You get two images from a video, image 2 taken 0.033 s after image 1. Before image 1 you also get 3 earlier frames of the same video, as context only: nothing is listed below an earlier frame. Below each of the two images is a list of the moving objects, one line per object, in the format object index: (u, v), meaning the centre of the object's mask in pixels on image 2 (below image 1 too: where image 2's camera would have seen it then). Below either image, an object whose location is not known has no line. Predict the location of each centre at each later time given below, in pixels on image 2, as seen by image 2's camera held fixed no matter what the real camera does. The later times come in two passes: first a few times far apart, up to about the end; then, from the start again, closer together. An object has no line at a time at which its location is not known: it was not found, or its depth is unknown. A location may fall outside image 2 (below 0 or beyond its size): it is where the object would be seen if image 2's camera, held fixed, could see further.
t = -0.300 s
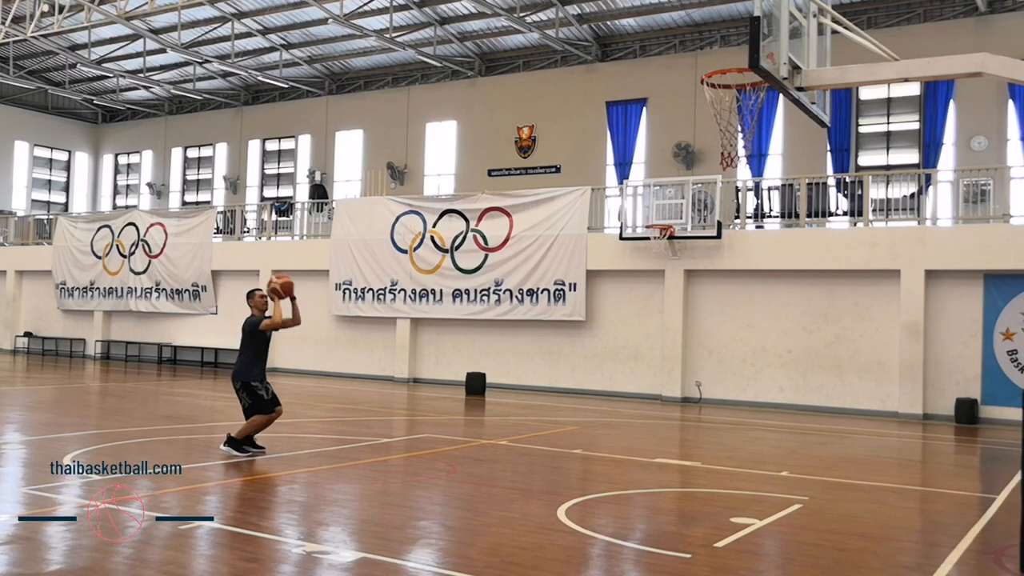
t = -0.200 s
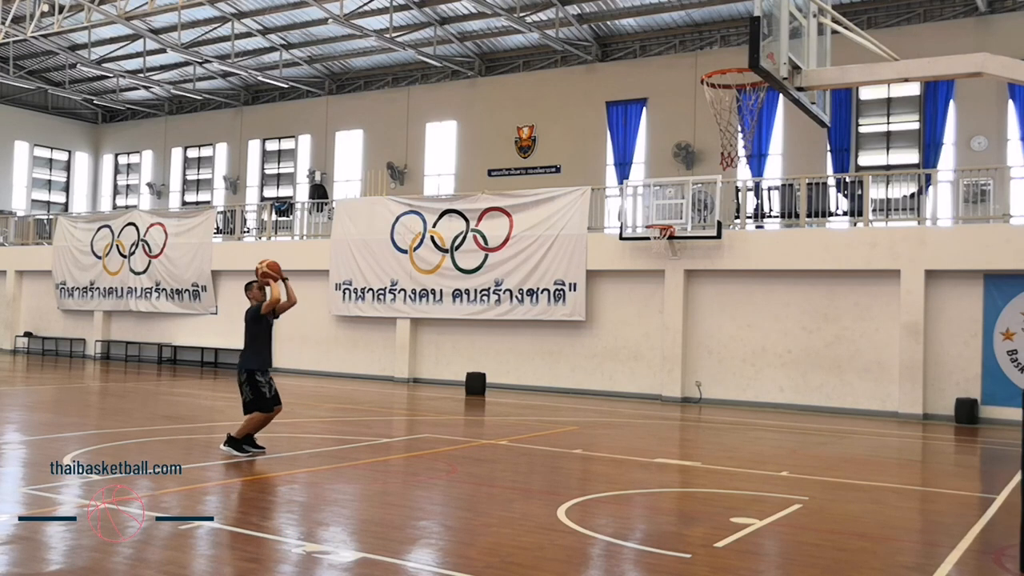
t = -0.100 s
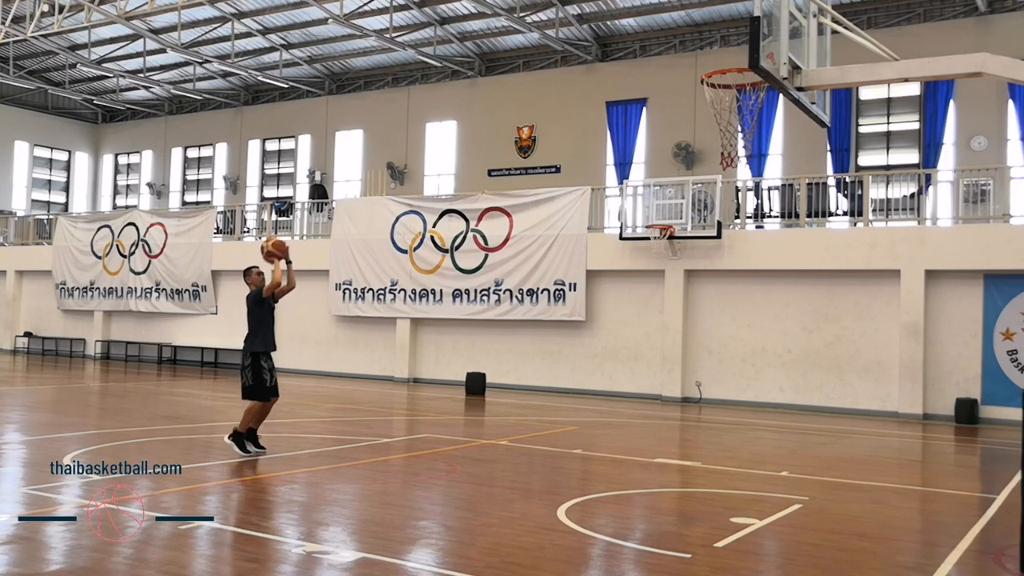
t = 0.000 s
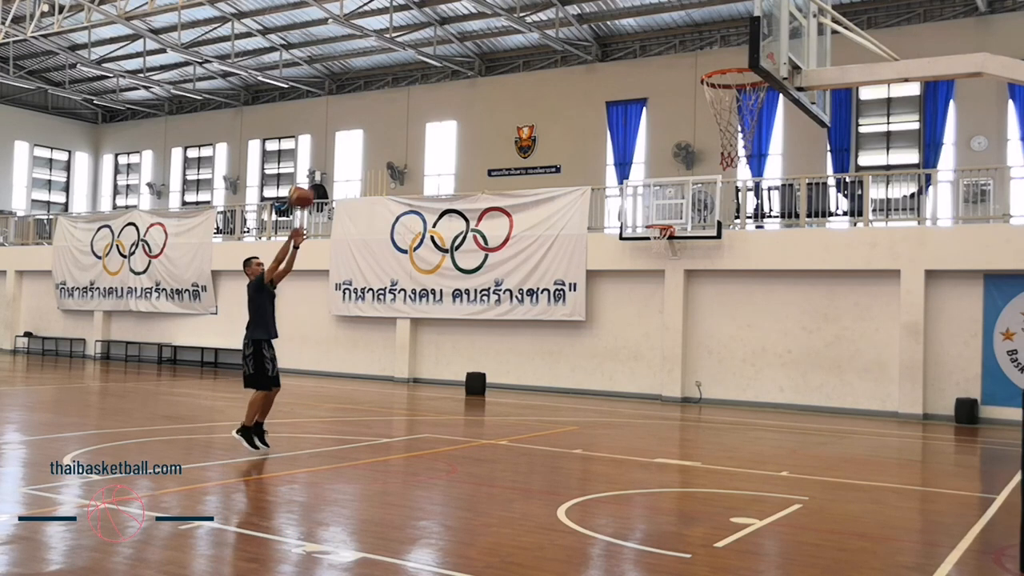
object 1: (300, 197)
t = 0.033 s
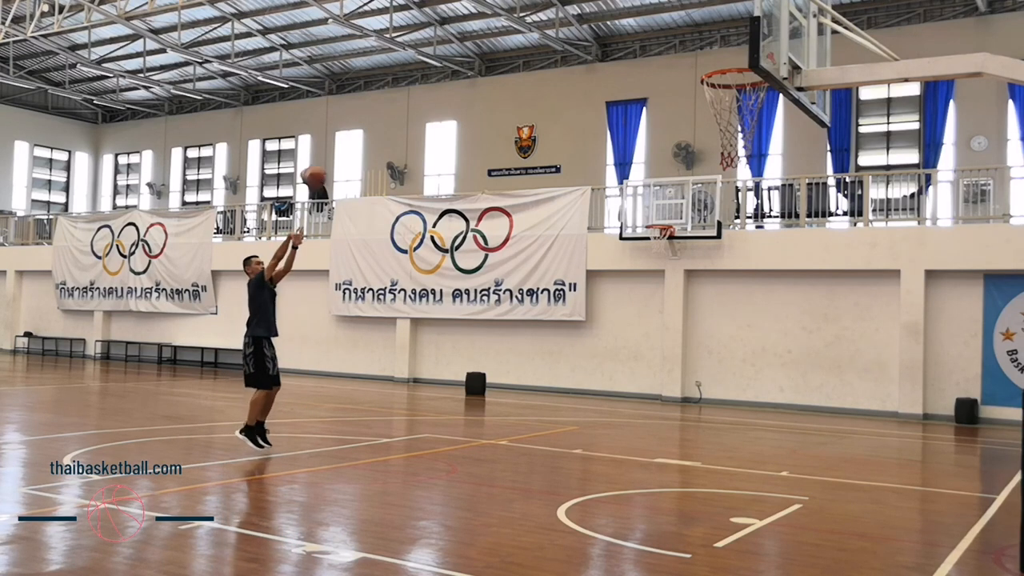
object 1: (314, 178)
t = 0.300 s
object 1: (412, 57)
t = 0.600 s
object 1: (536, 6)
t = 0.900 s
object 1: (678, 50)
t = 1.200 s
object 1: (673, 21)
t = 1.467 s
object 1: (644, 63)
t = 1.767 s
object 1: (608, 226)
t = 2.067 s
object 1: (569, 476)
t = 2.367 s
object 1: (578, 270)
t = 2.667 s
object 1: (584, 180)
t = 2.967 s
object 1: (587, 209)
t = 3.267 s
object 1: (587, 360)
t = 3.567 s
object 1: (588, 396)
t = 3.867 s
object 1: (589, 277)
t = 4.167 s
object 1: (586, 278)
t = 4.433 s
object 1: (581, 383)
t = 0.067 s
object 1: (324, 159)
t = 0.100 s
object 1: (335, 142)
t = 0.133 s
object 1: (349, 123)
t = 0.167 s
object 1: (361, 109)
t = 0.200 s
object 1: (373, 94)
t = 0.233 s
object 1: (386, 80)
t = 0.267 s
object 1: (399, 69)
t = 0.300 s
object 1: (412, 57)
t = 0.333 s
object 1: (425, 46)
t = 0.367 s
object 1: (438, 36)
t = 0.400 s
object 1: (451, 27)
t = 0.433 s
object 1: (465, 20)
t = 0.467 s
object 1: (479, 13)
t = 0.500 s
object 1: (493, 10)
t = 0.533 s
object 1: (507, 9)
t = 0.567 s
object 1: (521, 7)
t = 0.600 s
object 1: (536, 6)
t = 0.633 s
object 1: (550, 7)
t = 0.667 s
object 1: (566, 7)
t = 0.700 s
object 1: (580, 8)
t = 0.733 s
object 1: (597, 10)
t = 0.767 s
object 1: (612, 14)
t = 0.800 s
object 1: (628, 20)
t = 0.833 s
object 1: (645, 28)
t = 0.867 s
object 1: (661, 39)
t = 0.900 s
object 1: (678, 50)
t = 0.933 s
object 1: (695, 63)
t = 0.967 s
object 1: (697, 60)
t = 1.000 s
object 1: (694, 50)
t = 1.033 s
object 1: (690, 42)
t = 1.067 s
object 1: (687, 35)
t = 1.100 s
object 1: (684, 29)
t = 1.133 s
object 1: (680, 25)
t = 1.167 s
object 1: (677, 22)
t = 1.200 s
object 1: (673, 21)
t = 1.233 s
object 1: (670, 21)
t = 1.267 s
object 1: (666, 23)
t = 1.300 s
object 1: (663, 26)
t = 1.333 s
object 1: (659, 31)
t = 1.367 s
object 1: (656, 37)
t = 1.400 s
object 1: (652, 44)
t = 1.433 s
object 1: (648, 53)
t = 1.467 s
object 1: (644, 63)
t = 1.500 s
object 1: (640, 76)
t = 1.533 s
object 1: (637, 89)
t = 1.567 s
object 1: (633, 104)
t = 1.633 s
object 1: (625, 138)
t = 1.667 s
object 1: (621, 159)
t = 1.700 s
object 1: (616, 179)
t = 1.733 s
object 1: (612, 202)
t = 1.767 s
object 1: (608, 226)
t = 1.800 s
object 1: (604, 250)
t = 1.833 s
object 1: (600, 277)
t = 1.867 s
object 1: (595, 305)
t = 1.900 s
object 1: (591, 335)
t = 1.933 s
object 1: (586, 365)
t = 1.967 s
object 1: (582, 399)
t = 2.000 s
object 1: (577, 433)
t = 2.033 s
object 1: (571, 469)
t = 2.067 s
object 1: (569, 476)
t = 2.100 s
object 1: (570, 448)
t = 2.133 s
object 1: (571, 420)
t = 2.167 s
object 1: (572, 394)
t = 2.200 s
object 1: (573, 369)
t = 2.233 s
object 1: (574, 347)
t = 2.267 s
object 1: (575, 325)
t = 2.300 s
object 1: (576, 306)
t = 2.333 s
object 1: (578, 287)
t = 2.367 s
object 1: (578, 270)
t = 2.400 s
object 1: (578, 254)
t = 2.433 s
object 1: (579, 240)
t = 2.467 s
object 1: (580, 227)
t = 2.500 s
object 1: (581, 216)
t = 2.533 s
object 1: (581, 206)
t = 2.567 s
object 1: (582, 197)
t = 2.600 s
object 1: (583, 190)
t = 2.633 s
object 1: (584, 184)
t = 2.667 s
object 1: (584, 180)
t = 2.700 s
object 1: (585, 177)
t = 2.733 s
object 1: (585, 176)
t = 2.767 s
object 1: (586, 176)
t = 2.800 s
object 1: (586, 178)
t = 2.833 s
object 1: (586, 181)
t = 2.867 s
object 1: (587, 186)
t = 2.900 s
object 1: (587, 192)
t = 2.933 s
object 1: (587, 199)
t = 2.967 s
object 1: (587, 209)
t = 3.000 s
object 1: (587, 219)
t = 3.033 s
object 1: (587, 231)
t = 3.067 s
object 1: (587, 245)
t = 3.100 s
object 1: (587, 260)
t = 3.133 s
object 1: (588, 277)
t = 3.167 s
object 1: (588, 296)
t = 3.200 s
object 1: (587, 315)
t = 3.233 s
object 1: (587, 337)
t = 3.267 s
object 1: (587, 360)
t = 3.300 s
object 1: (587, 385)
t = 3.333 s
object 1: (587, 412)
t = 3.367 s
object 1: (587, 440)
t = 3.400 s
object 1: (586, 471)
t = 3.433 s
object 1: (586, 487)
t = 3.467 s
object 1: (586, 463)
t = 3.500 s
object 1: (587, 439)
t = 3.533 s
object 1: (587, 417)
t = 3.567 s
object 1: (588, 396)
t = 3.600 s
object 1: (588, 376)
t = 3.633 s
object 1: (588, 359)
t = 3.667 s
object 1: (588, 343)
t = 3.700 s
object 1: (588, 328)
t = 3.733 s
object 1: (589, 315)
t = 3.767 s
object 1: (589, 303)
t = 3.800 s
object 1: (589, 293)
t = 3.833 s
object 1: (589, 284)
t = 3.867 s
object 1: (589, 277)
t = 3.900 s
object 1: (588, 271)
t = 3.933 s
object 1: (588, 267)
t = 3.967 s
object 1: (588, 264)
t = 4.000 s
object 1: (588, 262)
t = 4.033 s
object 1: (588, 262)
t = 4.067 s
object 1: (587, 264)
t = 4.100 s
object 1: (587, 267)
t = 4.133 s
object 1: (587, 272)
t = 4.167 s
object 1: (586, 278)
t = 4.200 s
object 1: (586, 285)
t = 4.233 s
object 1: (585, 294)
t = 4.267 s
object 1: (585, 305)
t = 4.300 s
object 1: (584, 318)
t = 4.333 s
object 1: (583, 332)
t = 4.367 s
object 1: (582, 347)
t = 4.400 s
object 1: (582, 364)
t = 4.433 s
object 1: (581, 383)
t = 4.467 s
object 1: (580, 403)
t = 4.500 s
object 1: (579, 426)
